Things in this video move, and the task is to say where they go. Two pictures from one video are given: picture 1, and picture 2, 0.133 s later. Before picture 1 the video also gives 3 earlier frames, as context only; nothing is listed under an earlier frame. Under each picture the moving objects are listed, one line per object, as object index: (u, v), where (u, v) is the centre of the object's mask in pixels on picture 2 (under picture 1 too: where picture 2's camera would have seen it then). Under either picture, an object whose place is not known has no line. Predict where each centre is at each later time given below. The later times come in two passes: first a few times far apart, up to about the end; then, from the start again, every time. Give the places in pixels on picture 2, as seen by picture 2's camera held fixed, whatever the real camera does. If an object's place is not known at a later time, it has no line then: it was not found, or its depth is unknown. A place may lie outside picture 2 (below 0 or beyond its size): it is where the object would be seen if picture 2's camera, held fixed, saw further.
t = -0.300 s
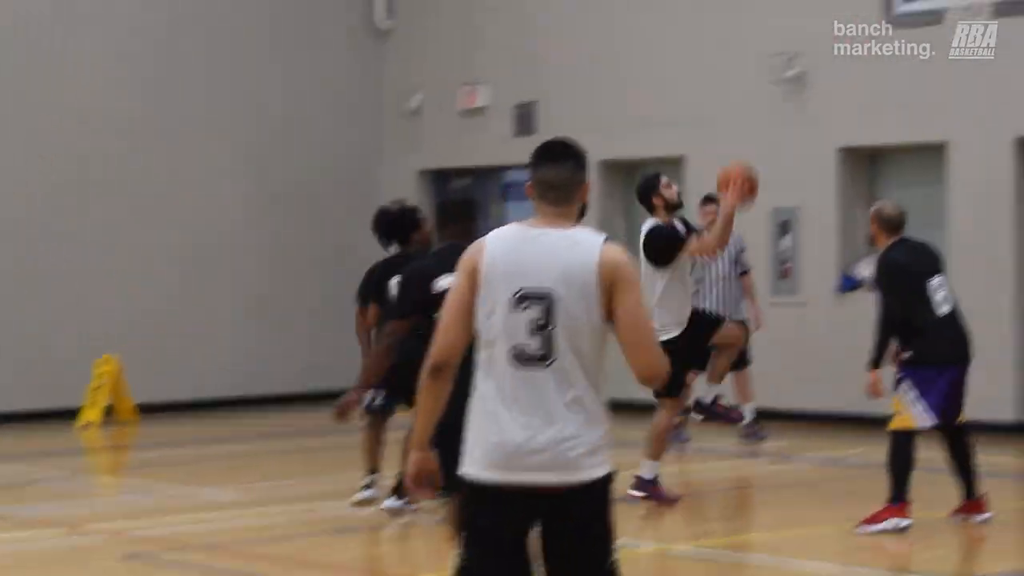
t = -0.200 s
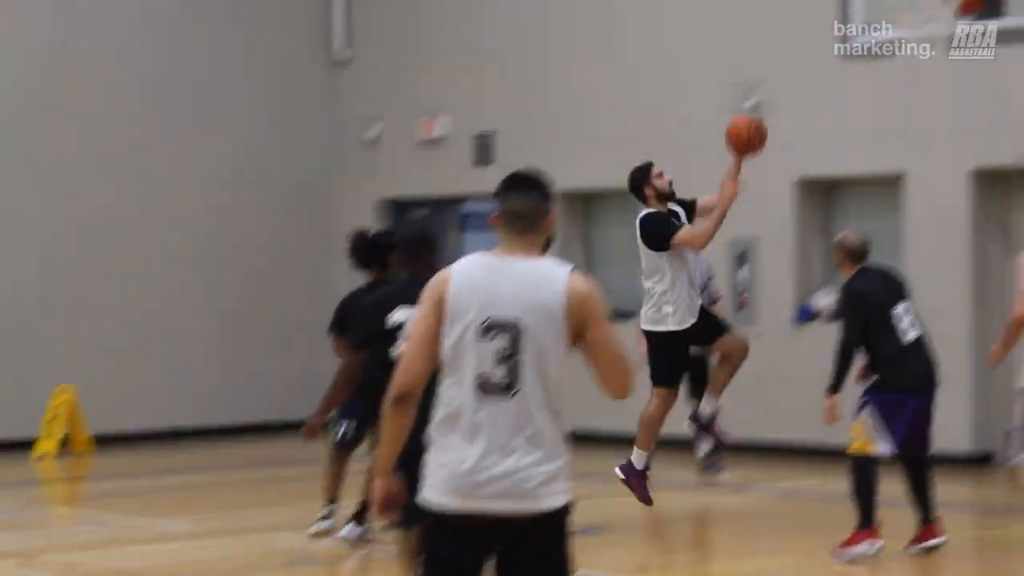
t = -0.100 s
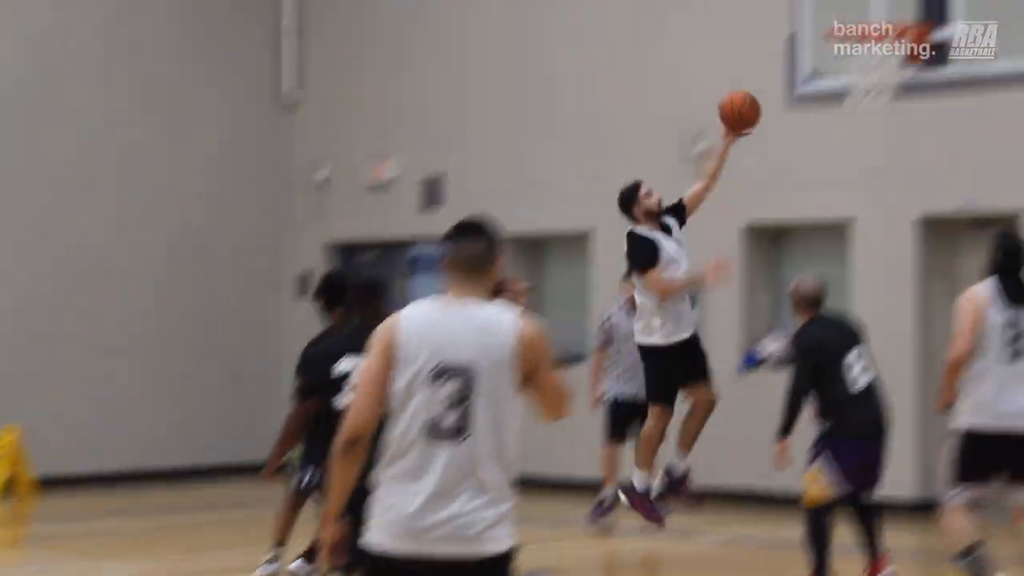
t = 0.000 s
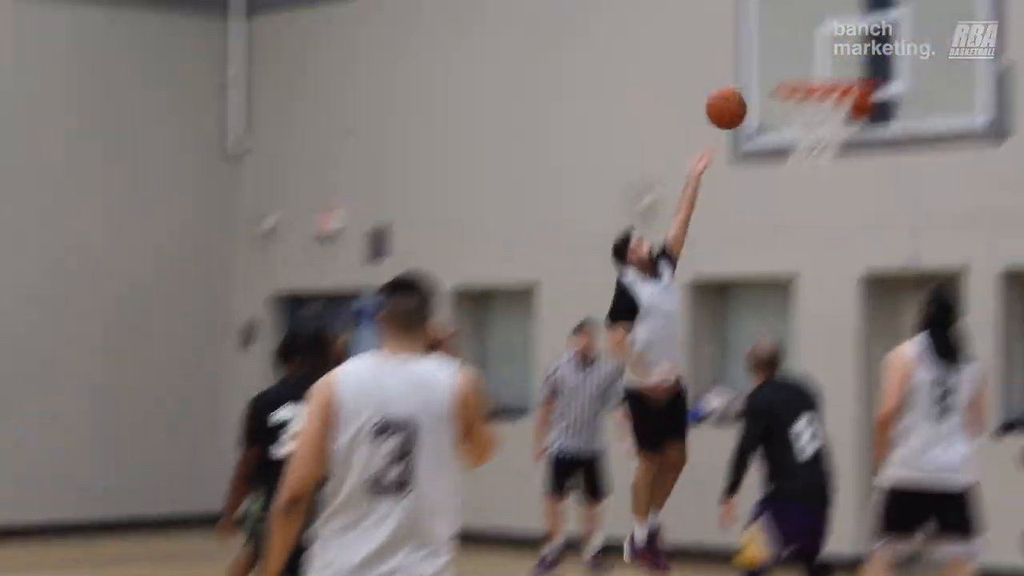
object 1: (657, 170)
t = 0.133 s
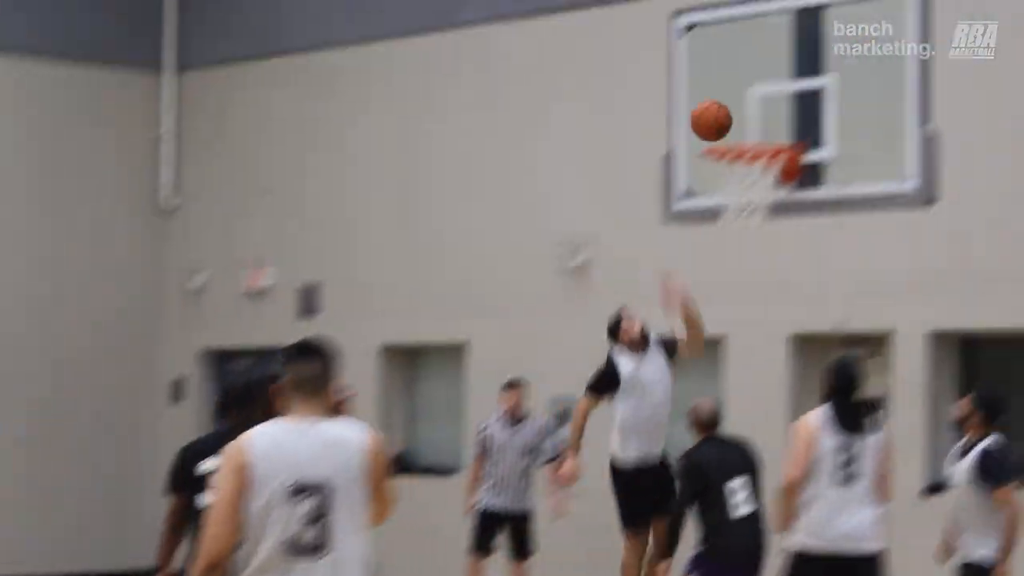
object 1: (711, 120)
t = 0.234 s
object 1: (739, 104)
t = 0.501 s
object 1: (740, 129)
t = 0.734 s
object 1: (743, 183)
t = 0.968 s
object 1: (746, 228)
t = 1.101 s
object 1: (749, 288)
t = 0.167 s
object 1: (724, 113)
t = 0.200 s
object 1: (737, 109)
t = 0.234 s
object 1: (739, 104)
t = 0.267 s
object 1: (739, 101)
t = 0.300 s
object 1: (739, 99)
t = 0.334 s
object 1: (739, 99)
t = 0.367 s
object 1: (739, 102)
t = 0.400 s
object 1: (739, 106)
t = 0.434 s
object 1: (740, 112)
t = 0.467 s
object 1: (740, 120)
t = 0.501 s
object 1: (740, 129)
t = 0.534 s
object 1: (740, 135)
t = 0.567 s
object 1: (742, 148)
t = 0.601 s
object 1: (742, 157)
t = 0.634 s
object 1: (742, 167)
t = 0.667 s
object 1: (742, 175)
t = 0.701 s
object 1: (742, 175)
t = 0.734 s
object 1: (743, 183)
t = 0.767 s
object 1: (743, 184)
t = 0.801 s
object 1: (743, 189)
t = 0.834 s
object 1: (744, 193)
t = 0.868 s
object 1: (744, 200)
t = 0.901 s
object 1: (746, 207)
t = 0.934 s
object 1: (745, 217)
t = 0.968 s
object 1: (746, 228)
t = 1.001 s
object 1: (746, 240)
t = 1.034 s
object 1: (747, 253)
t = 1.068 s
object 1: (749, 269)
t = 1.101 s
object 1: (749, 288)
